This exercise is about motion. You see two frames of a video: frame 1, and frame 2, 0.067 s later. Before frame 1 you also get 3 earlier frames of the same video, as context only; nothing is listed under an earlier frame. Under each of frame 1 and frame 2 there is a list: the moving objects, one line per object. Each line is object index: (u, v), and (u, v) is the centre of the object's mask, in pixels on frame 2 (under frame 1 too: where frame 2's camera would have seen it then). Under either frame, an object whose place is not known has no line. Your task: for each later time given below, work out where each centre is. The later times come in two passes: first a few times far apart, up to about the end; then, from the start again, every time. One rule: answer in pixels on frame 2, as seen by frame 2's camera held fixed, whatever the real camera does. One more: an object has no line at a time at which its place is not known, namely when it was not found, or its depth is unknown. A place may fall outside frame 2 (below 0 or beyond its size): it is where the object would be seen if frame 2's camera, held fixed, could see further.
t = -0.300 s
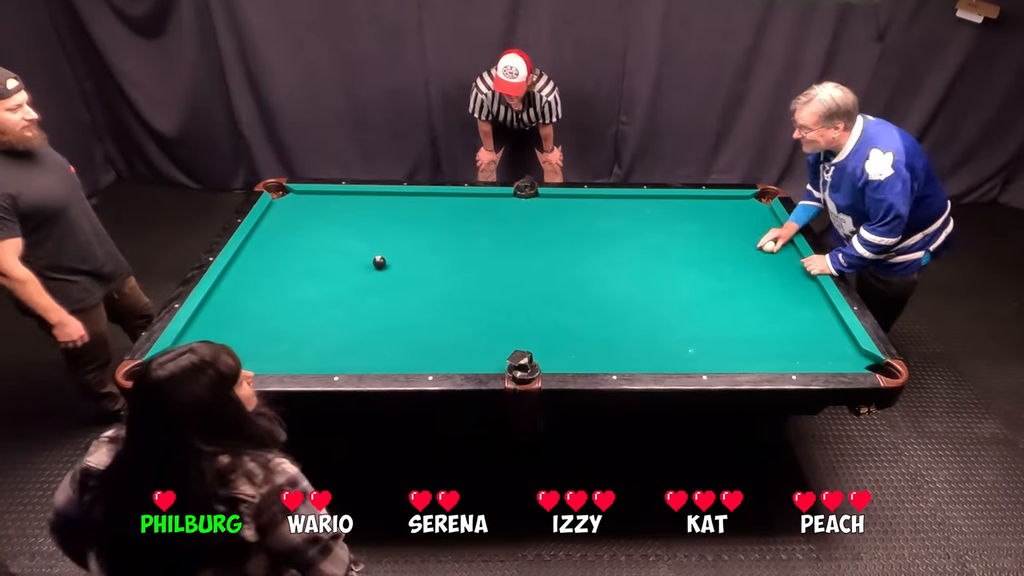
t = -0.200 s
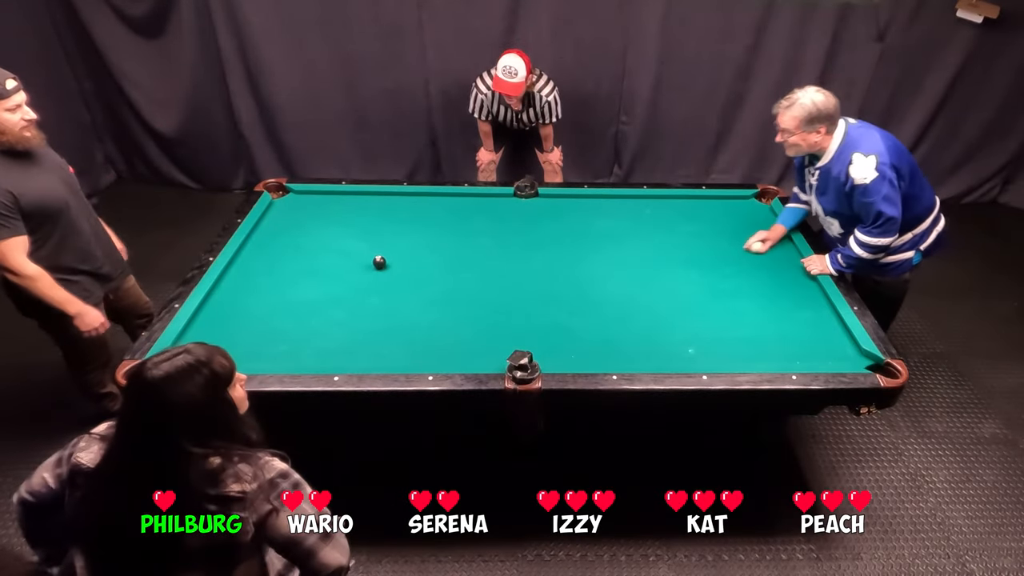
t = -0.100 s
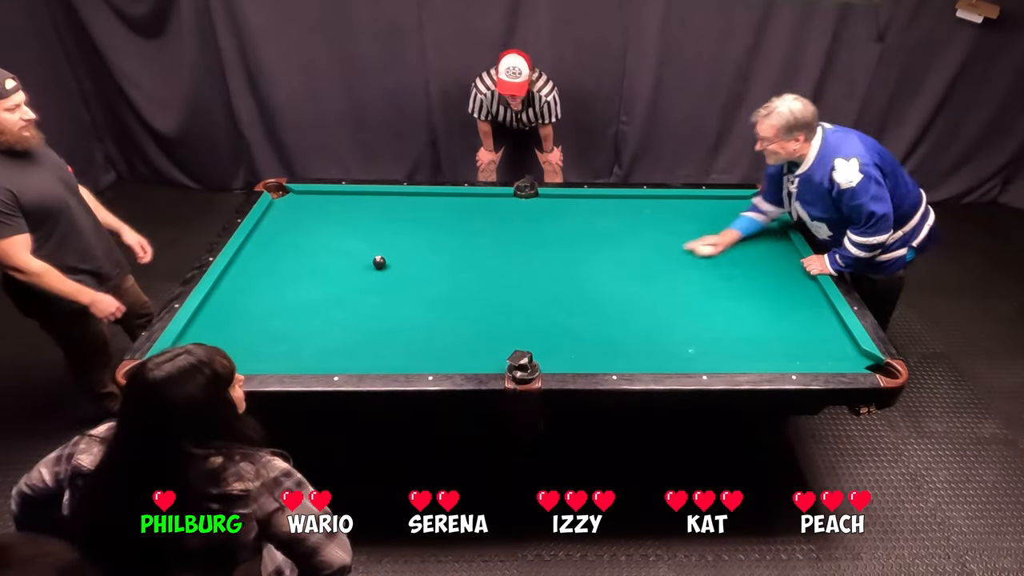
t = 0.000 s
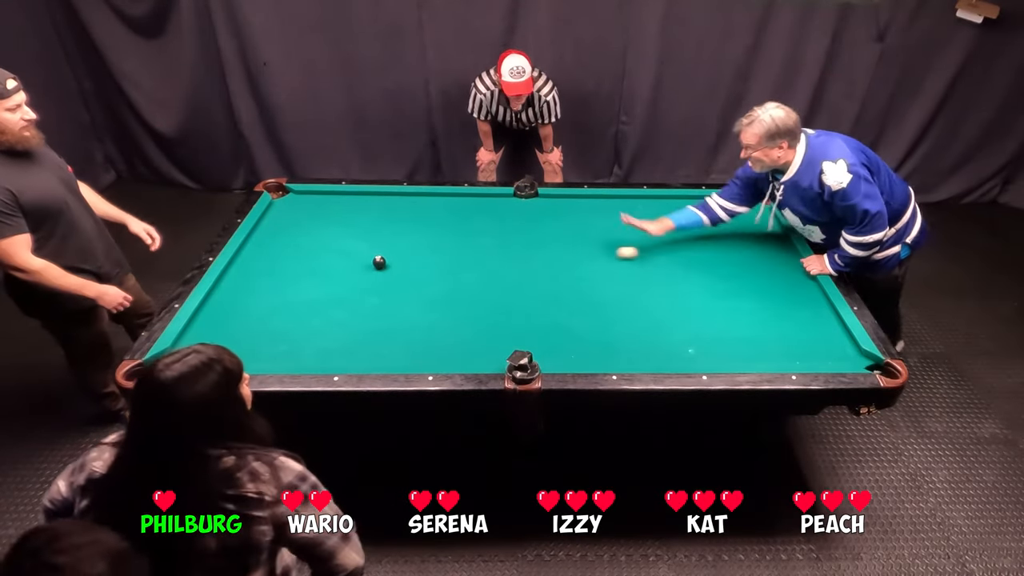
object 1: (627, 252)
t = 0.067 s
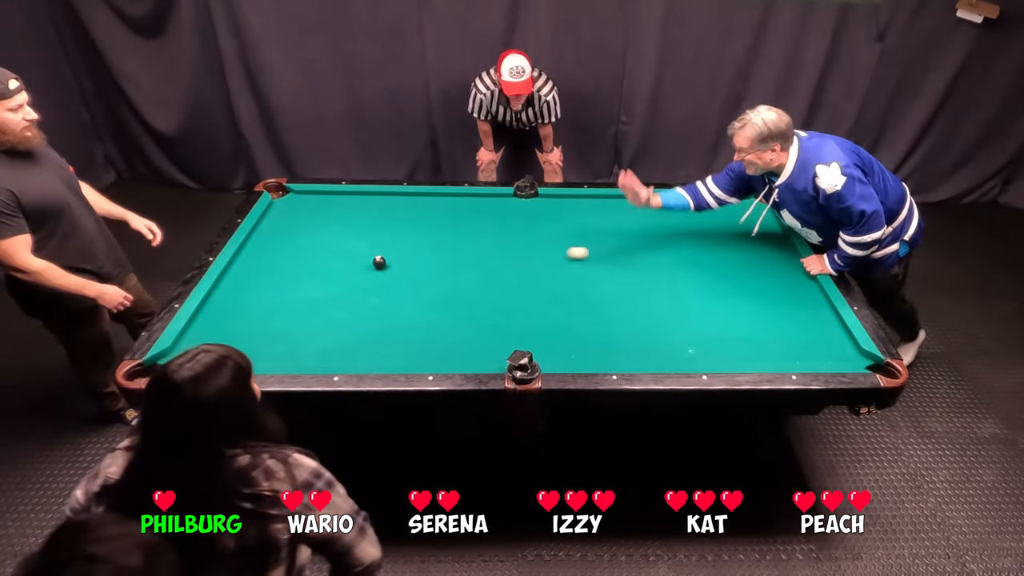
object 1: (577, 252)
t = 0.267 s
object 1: (440, 253)
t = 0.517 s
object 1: (286, 250)
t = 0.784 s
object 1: (318, 250)
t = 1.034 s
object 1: (394, 250)
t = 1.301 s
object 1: (469, 251)
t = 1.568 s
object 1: (541, 250)
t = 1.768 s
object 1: (593, 250)
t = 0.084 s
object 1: (565, 253)
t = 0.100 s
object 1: (553, 253)
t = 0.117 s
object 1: (541, 253)
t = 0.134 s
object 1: (530, 253)
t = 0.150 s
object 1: (518, 253)
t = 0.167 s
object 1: (507, 253)
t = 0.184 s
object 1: (495, 253)
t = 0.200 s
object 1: (484, 253)
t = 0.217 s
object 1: (473, 253)
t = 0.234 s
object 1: (462, 253)
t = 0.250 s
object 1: (451, 253)
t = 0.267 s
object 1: (440, 253)
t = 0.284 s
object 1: (430, 253)
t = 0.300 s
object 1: (419, 253)
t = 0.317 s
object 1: (409, 252)
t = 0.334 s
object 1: (399, 252)
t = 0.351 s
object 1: (389, 252)
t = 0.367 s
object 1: (378, 251)
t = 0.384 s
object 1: (368, 251)
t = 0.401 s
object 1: (357, 251)
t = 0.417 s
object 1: (347, 251)
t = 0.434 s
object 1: (337, 251)
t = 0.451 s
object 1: (327, 251)
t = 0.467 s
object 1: (316, 251)
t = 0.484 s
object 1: (306, 251)
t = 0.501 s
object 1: (296, 251)
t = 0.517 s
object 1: (286, 250)
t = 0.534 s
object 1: (276, 250)
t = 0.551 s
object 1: (266, 250)
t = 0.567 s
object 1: (256, 250)
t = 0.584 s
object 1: (245, 250)
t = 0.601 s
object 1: (245, 250)
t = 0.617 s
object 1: (252, 250)
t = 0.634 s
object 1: (260, 250)
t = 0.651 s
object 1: (267, 250)
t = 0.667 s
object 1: (274, 250)
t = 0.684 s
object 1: (281, 250)
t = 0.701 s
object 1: (287, 250)
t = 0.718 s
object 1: (294, 250)
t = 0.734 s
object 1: (300, 250)
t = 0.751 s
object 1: (307, 250)
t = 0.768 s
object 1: (313, 250)
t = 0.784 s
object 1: (318, 250)
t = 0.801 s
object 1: (324, 250)
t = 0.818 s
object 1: (330, 250)
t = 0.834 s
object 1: (335, 250)
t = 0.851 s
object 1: (340, 250)
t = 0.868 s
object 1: (345, 250)
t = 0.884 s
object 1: (350, 250)
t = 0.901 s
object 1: (355, 250)
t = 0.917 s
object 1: (360, 250)
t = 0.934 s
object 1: (365, 250)
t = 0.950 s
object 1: (370, 250)
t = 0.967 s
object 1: (374, 250)
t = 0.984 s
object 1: (379, 250)
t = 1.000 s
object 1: (384, 250)
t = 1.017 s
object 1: (389, 250)
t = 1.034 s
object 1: (394, 250)
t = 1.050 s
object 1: (399, 250)
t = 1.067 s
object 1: (404, 250)
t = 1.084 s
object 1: (409, 250)
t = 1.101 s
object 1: (413, 251)
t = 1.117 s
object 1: (418, 251)
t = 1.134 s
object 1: (423, 251)
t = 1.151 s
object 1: (427, 251)
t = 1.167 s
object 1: (432, 251)
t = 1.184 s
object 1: (437, 251)
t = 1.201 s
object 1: (441, 251)
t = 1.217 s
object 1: (446, 251)
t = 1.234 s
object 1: (450, 251)
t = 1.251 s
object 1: (455, 251)
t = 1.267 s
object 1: (460, 251)
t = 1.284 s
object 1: (464, 251)
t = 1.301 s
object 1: (469, 251)
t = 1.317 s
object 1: (474, 251)
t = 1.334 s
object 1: (478, 251)
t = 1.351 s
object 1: (483, 250)
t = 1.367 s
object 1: (487, 251)
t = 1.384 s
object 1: (492, 251)
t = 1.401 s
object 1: (496, 251)
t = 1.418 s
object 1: (501, 251)
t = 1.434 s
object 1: (505, 251)
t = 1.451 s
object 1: (510, 251)
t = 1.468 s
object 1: (514, 250)
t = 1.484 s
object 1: (519, 250)
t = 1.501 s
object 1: (523, 250)
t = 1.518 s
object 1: (528, 251)
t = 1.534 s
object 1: (532, 251)
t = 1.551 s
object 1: (537, 251)
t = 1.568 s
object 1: (541, 250)
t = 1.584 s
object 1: (545, 250)
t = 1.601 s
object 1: (549, 251)
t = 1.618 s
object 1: (554, 250)
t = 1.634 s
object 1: (558, 250)
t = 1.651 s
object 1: (563, 250)
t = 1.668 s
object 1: (567, 250)
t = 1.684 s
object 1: (571, 250)
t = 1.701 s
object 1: (576, 250)
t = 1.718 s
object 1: (580, 250)
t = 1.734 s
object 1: (584, 250)
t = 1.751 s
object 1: (588, 250)
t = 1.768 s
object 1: (593, 250)
